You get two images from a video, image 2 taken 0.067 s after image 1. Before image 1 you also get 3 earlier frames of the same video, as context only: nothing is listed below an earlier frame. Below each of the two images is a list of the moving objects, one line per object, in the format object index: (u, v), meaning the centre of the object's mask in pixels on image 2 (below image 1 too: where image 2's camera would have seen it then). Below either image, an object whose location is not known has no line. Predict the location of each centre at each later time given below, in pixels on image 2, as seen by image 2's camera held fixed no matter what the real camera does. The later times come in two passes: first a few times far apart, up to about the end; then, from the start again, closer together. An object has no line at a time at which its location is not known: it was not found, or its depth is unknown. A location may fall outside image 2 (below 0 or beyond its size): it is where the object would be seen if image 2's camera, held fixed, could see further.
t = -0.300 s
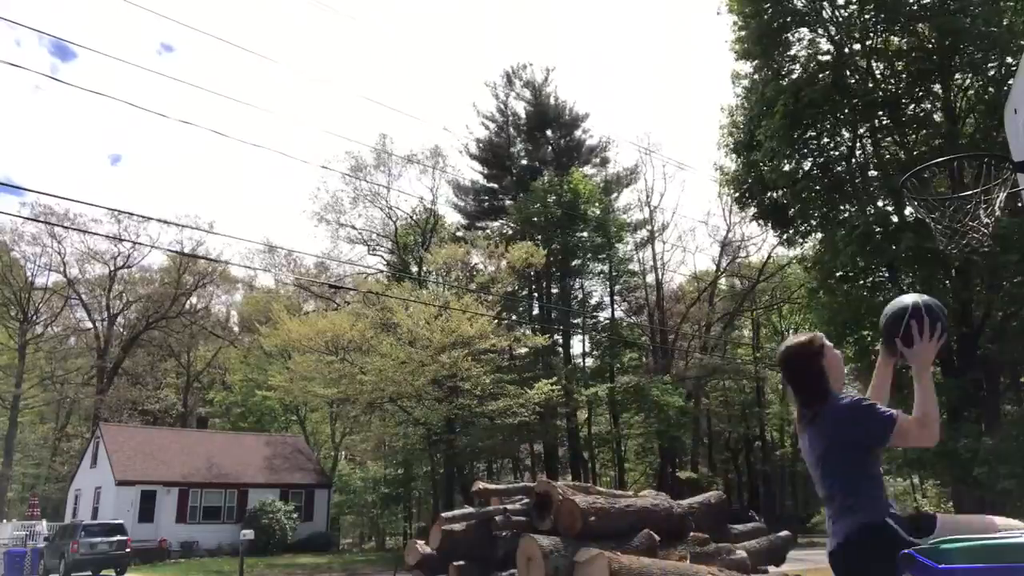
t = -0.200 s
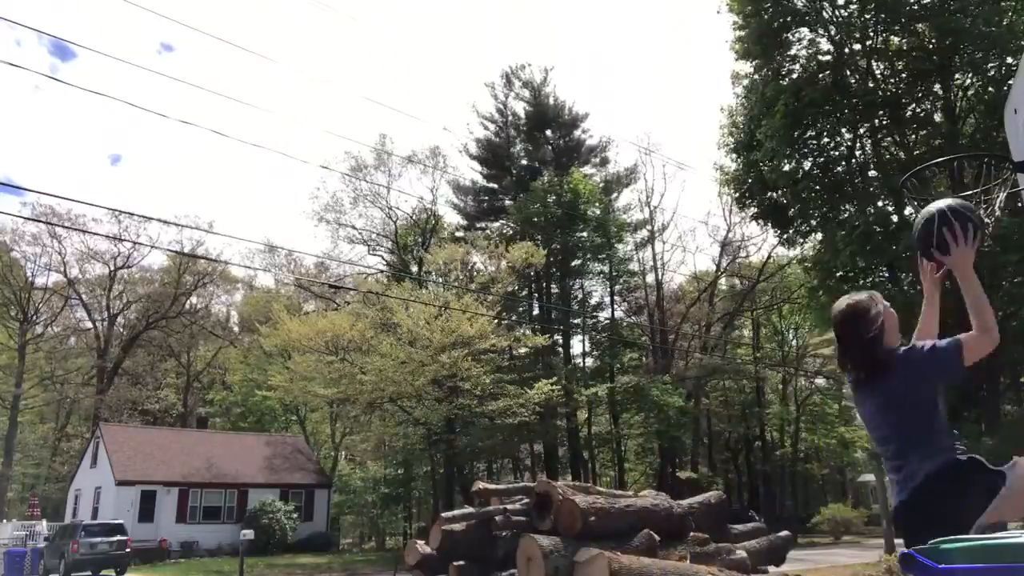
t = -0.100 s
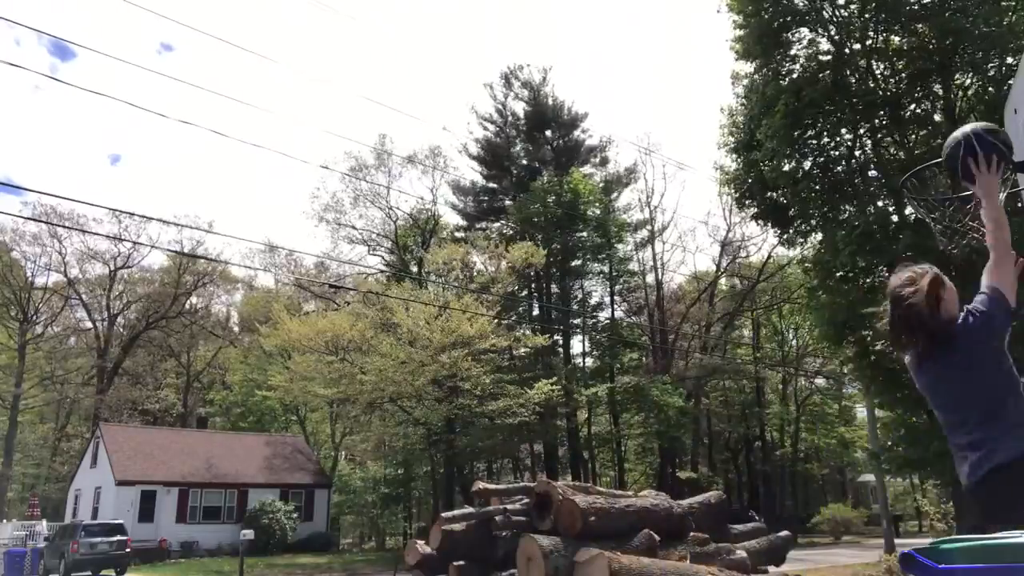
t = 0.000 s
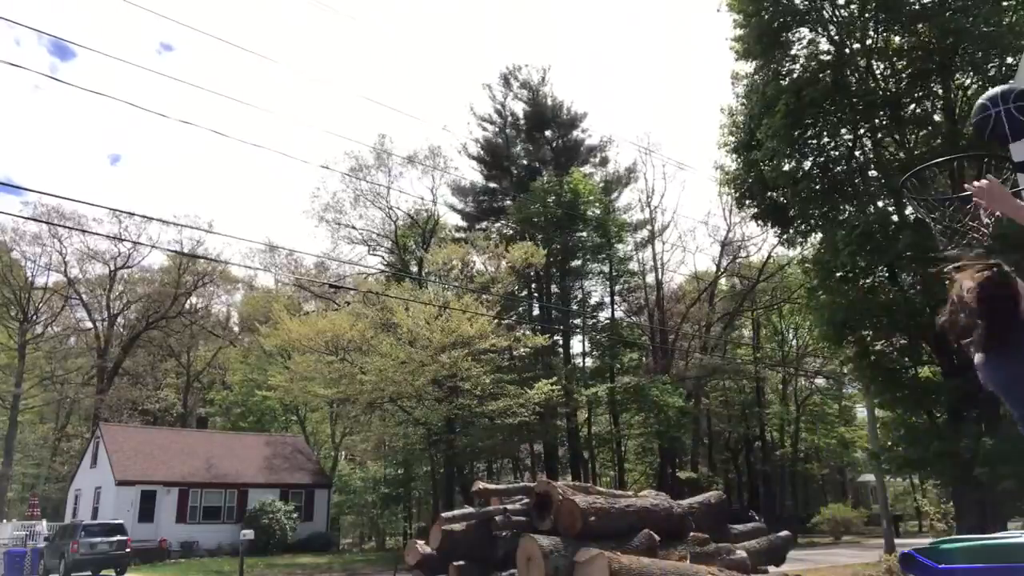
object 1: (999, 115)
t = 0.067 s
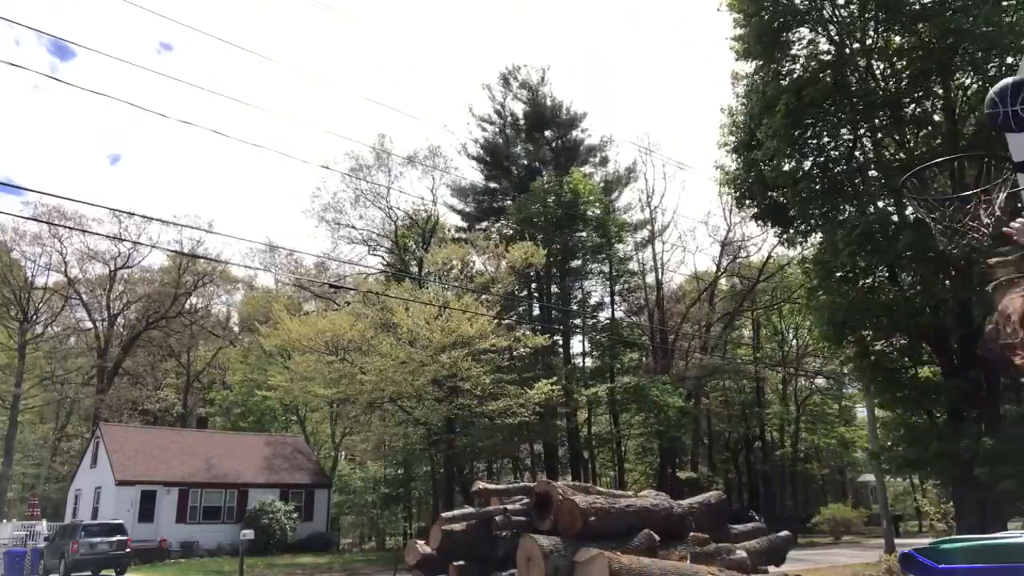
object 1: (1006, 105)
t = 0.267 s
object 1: (976, 138)
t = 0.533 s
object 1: (949, 260)
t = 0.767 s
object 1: (948, 401)
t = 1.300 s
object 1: (929, 500)
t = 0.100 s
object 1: (1003, 106)
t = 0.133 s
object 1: (999, 109)
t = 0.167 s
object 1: (993, 116)
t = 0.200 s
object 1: (987, 125)
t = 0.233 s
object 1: (982, 131)
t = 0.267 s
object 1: (976, 138)
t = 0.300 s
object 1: (969, 162)
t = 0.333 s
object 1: (965, 178)
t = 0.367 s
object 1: (962, 188)
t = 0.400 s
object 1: (957, 205)
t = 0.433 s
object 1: (954, 224)
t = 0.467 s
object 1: (953, 240)
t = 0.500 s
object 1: (951, 250)
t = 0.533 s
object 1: (949, 260)
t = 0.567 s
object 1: (948, 274)
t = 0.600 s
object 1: (948, 292)
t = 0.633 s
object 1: (947, 310)
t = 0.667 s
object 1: (947, 329)
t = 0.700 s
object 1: (947, 350)
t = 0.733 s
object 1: (948, 374)
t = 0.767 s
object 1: (948, 401)
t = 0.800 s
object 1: (950, 432)
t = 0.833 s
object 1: (951, 461)
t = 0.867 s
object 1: (954, 498)
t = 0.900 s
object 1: (953, 525)
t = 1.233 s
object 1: (930, 537)
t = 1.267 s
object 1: (931, 521)
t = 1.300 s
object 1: (929, 500)
